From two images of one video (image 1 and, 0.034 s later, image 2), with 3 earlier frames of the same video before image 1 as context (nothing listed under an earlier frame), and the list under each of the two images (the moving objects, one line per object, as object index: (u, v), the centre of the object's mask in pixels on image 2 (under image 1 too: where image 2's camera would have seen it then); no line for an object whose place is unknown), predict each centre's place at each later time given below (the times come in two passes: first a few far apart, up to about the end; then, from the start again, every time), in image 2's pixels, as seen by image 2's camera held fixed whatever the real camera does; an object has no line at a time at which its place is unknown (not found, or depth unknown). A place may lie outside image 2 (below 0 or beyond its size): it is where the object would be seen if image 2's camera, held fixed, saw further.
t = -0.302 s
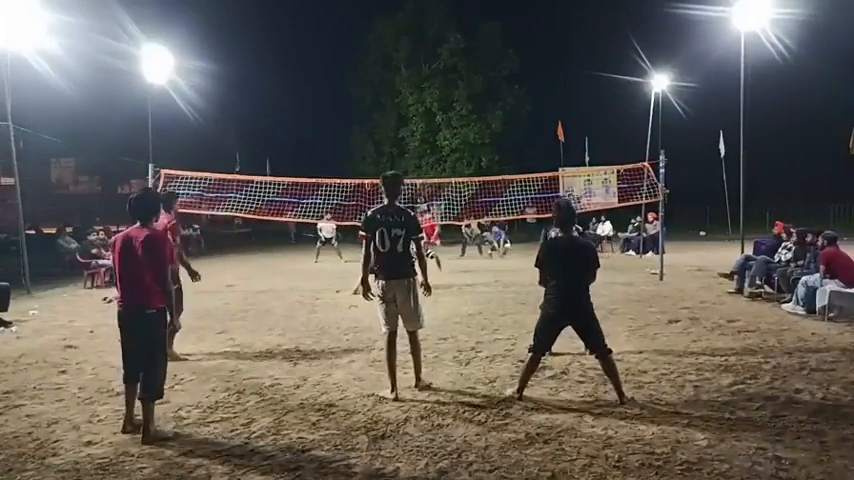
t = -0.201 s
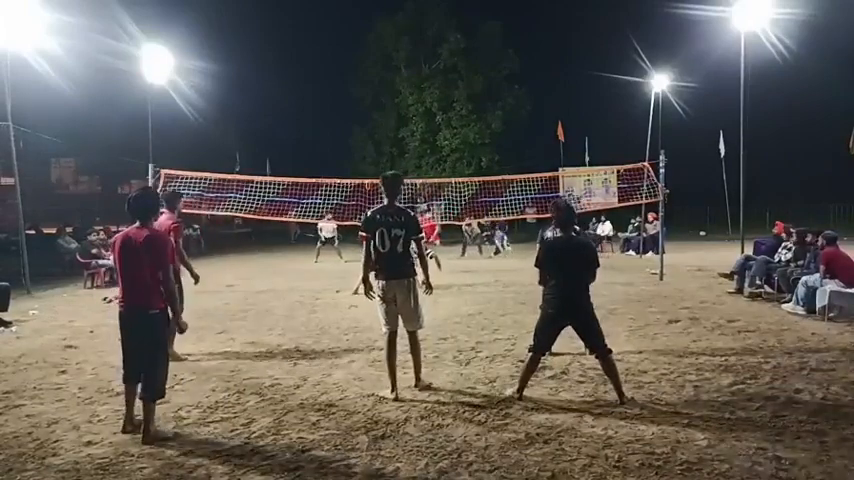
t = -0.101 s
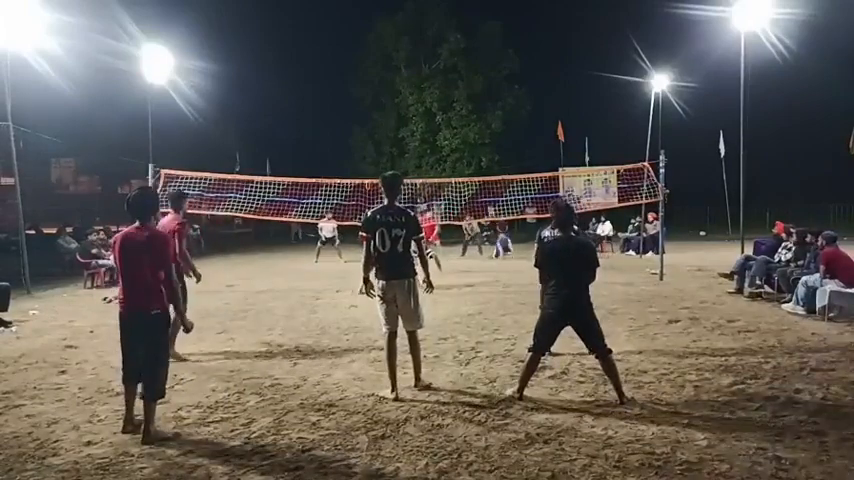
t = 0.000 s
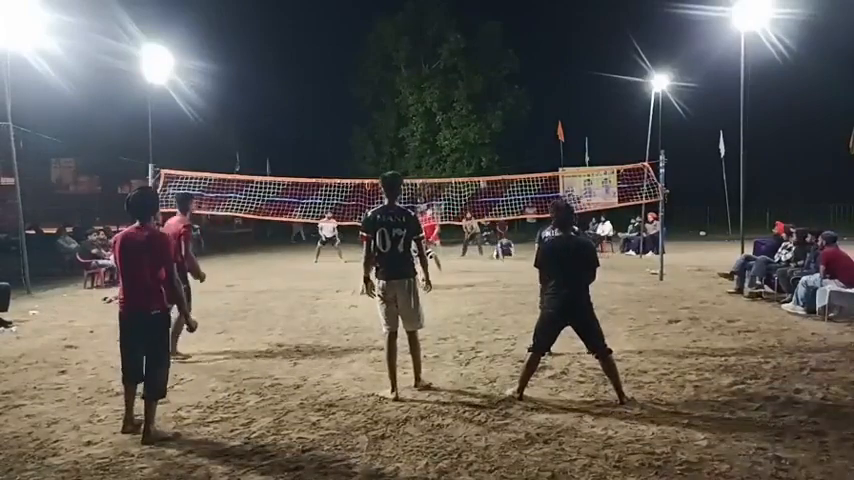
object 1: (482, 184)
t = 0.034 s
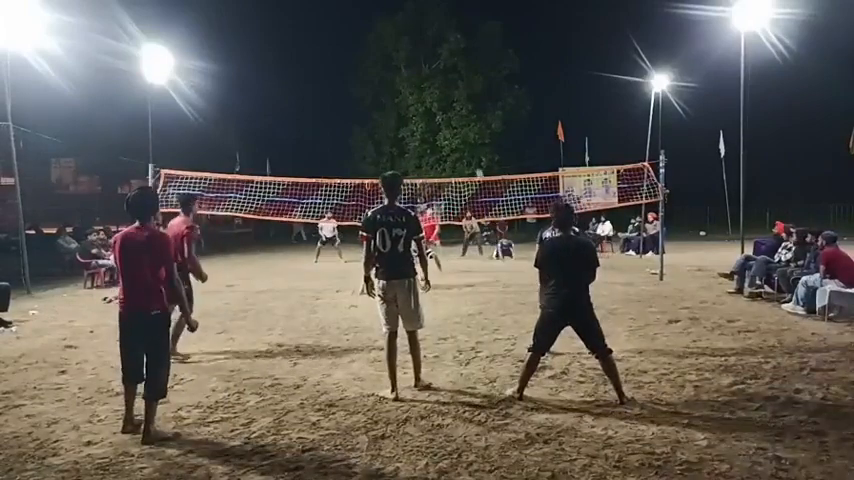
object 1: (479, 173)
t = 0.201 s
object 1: (464, 132)
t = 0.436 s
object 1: (437, 82)
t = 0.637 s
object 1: (408, 52)
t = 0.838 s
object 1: (372, 37)
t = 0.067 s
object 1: (476, 165)
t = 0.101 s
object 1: (474, 157)
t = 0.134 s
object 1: (470, 148)
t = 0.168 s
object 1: (467, 140)
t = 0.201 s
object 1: (464, 132)
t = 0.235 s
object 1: (460, 124)
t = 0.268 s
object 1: (456, 117)
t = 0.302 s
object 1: (453, 109)
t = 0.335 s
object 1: (449, 102)
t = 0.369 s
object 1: (445, 95)
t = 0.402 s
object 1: (441, 88)
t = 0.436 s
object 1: (437, 82)
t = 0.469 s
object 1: (432, 76)
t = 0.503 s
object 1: (427, 70)
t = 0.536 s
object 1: (423, 66)
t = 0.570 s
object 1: (418, 60)
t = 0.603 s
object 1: (412, 55)
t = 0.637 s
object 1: (408, 52)
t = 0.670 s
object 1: (402, 48)
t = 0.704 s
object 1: (396, 45)
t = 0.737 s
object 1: (390, 42)
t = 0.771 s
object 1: (384, 40)
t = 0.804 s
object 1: (378, 38)
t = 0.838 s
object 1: (372, 37)
